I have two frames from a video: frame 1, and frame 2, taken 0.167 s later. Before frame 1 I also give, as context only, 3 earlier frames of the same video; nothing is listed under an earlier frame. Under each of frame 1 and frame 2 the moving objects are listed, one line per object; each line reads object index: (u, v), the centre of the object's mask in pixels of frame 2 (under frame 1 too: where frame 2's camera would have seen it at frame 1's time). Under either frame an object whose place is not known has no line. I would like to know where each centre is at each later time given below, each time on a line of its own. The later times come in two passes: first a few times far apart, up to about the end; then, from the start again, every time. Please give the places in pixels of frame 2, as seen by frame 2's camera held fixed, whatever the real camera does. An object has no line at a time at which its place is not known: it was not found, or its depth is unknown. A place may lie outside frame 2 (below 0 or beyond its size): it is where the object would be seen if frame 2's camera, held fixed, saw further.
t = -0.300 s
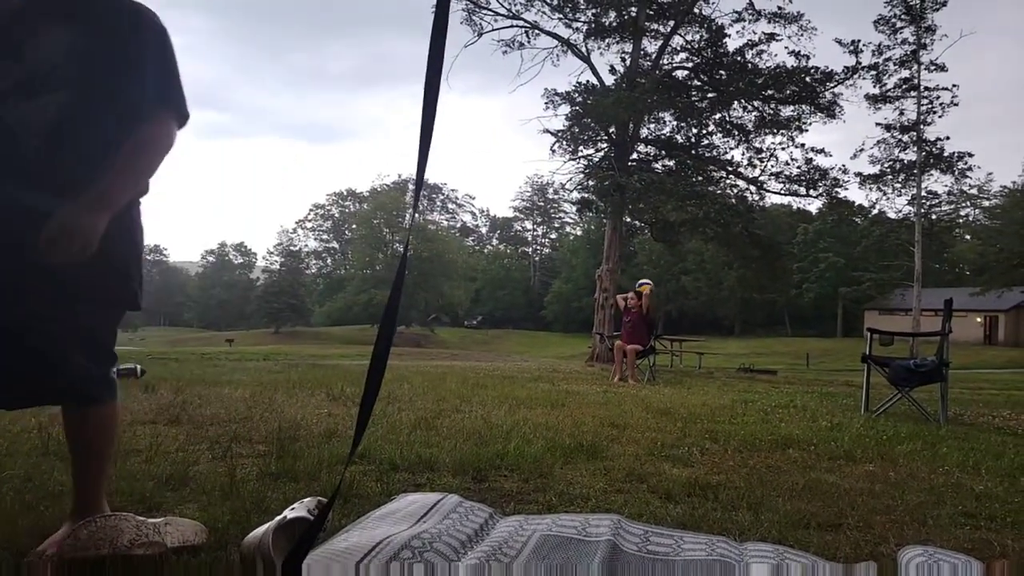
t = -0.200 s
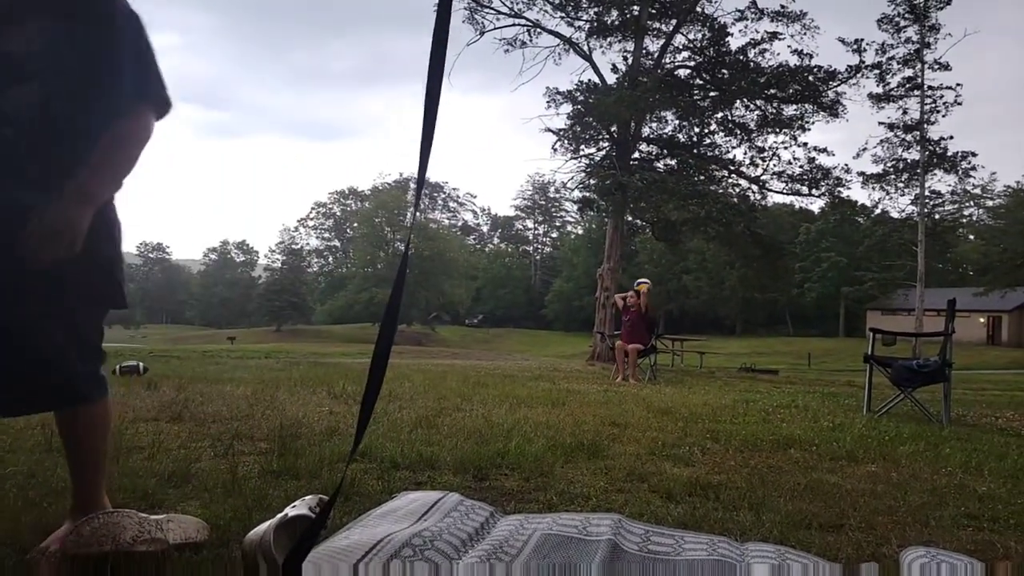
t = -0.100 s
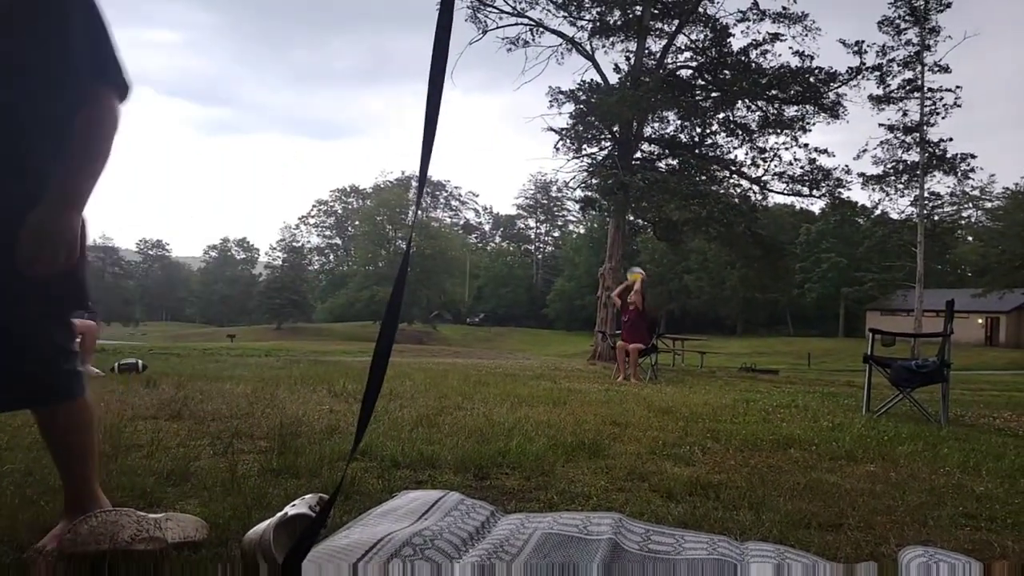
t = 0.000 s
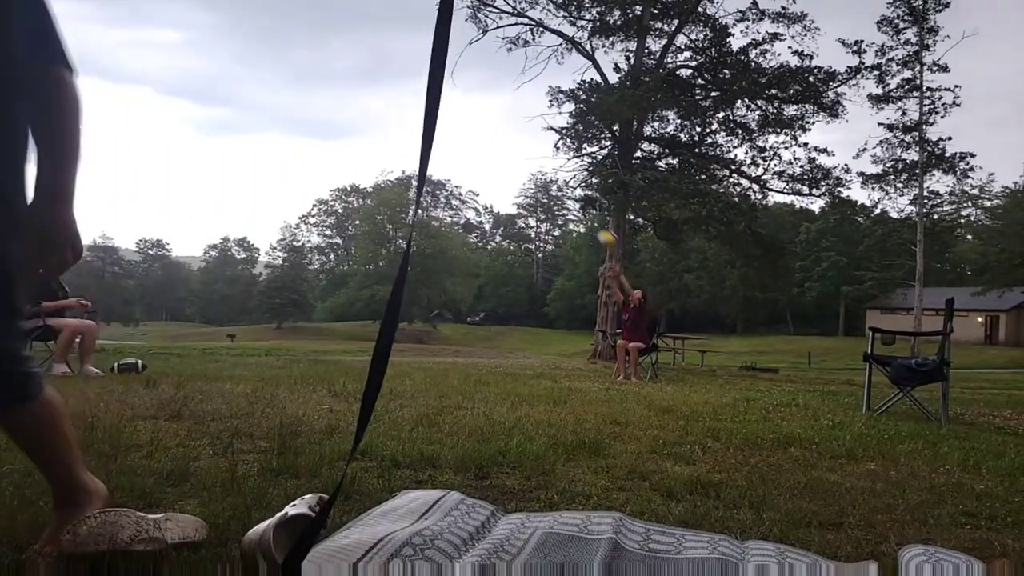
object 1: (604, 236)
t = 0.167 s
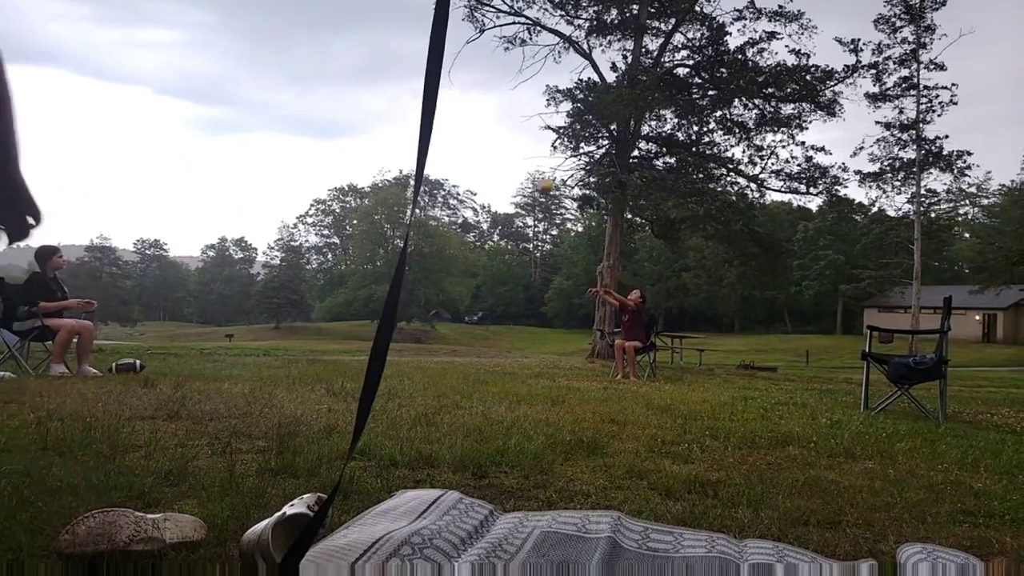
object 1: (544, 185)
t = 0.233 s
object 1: (520, 172)
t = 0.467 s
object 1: (430, 148)
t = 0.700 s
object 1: (318, 170)
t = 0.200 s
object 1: (533, 178)
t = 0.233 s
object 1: (520, 172)
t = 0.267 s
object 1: (507, 166)
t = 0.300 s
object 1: (494, 160)
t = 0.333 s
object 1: (481, 156)
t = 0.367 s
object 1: (467, 153)
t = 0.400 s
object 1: (453, 150)
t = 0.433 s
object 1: (439, 148)
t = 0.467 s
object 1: (430, 148)
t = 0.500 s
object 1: (410, 148)
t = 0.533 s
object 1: (396, 149)
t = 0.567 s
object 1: (381, 152)
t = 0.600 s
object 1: (366, 155)
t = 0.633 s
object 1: (350, 159)
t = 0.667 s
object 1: (334, 163)
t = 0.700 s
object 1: (318, 170)
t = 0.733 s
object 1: (301, 178)
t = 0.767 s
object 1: (284, 187)
